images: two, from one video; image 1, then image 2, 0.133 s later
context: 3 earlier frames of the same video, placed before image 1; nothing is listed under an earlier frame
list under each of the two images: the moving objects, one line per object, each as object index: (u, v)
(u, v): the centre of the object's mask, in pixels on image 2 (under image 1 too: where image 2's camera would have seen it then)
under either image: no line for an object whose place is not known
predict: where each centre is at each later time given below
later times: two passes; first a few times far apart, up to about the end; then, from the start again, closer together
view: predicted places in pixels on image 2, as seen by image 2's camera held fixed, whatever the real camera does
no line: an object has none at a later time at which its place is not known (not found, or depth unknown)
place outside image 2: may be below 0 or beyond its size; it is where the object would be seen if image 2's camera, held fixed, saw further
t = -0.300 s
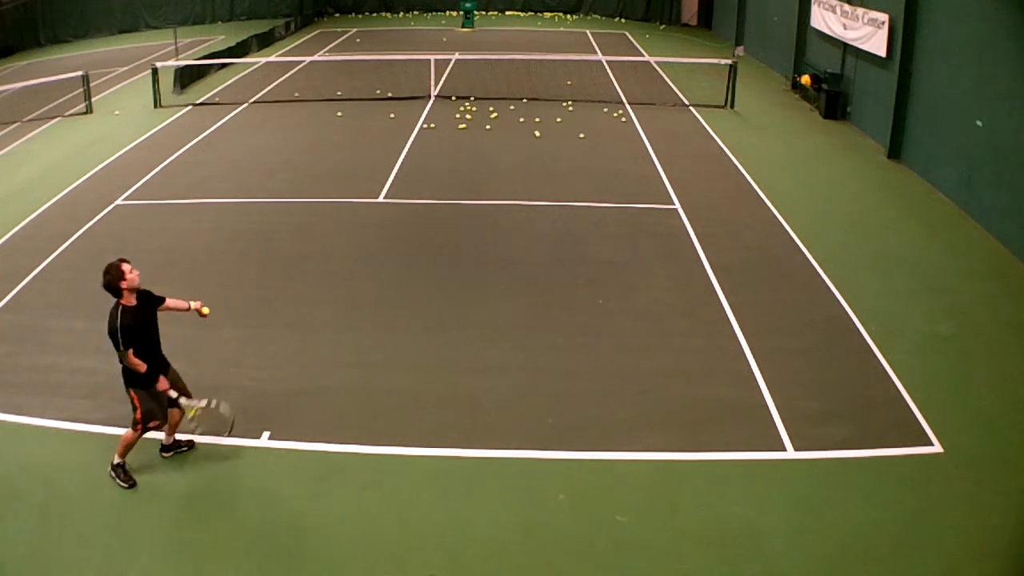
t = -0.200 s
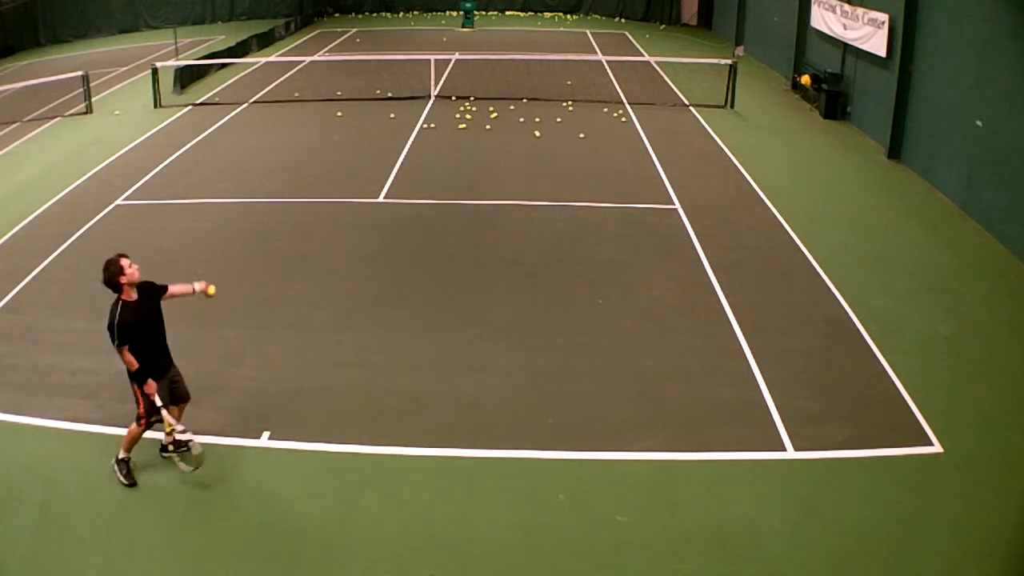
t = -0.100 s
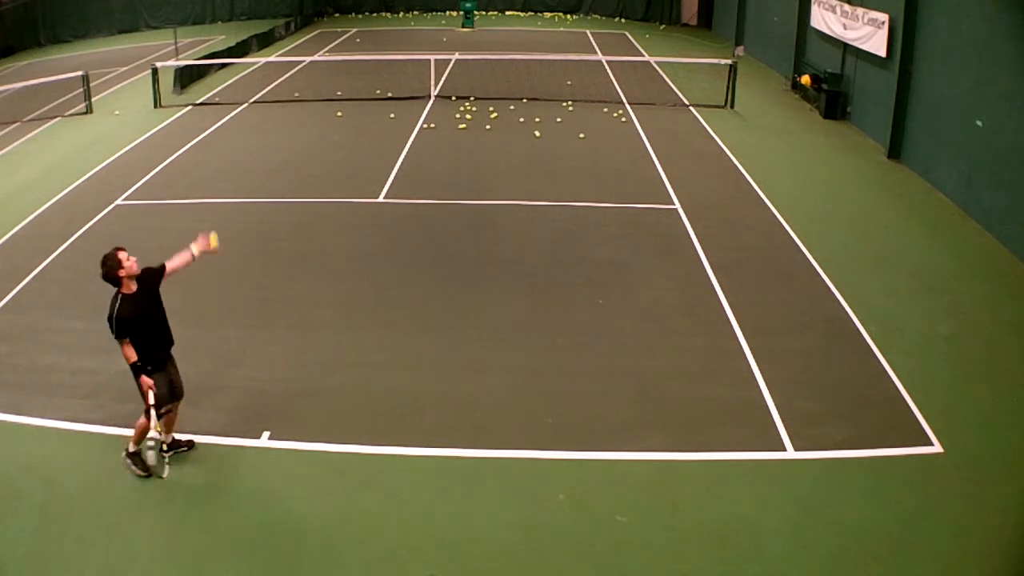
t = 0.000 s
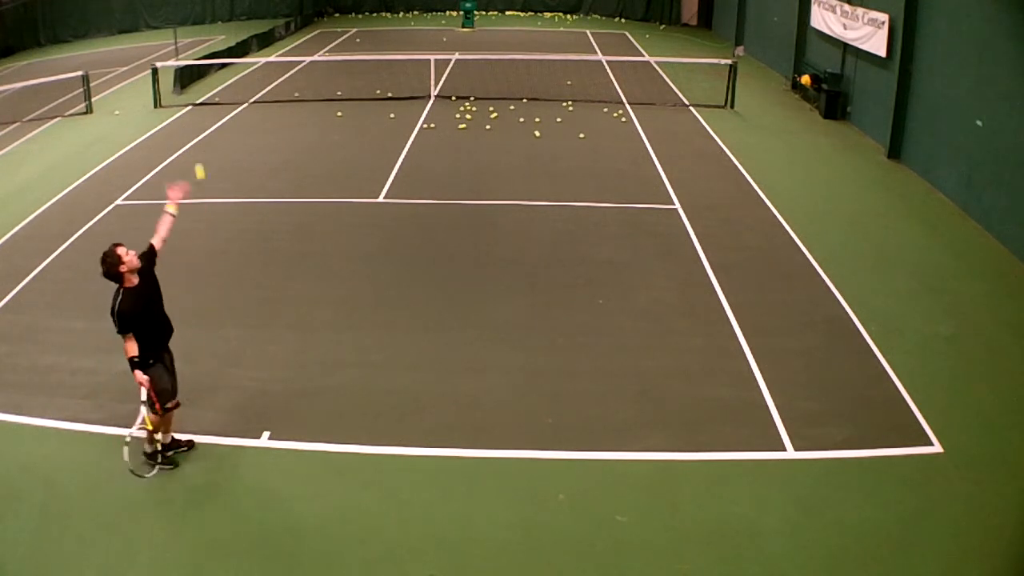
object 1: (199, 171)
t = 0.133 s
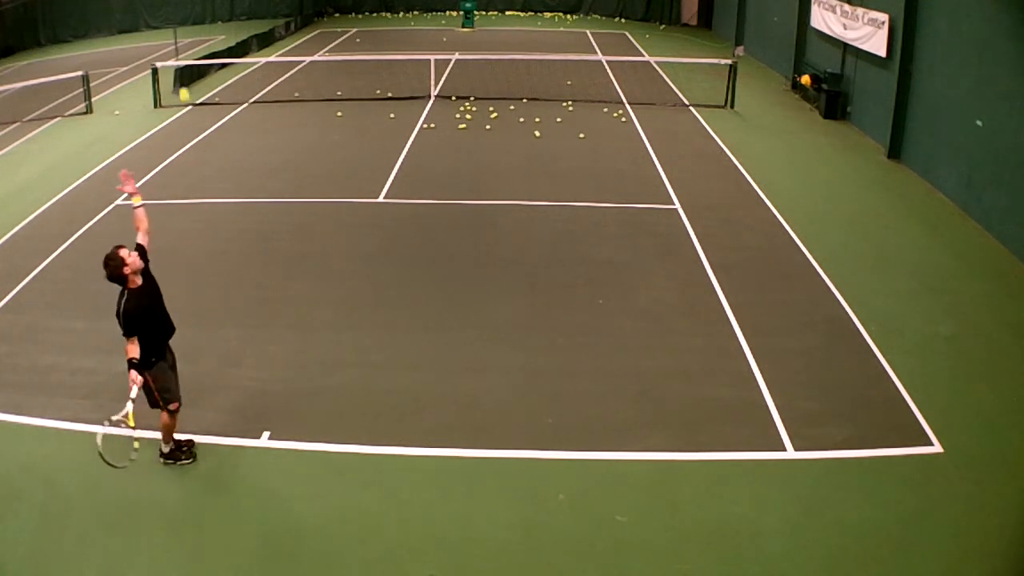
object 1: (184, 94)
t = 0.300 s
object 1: (169, 27)
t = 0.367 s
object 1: (165, 11)
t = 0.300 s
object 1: (169, 27)
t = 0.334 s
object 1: (167, 19)
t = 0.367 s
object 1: (165, 11)
